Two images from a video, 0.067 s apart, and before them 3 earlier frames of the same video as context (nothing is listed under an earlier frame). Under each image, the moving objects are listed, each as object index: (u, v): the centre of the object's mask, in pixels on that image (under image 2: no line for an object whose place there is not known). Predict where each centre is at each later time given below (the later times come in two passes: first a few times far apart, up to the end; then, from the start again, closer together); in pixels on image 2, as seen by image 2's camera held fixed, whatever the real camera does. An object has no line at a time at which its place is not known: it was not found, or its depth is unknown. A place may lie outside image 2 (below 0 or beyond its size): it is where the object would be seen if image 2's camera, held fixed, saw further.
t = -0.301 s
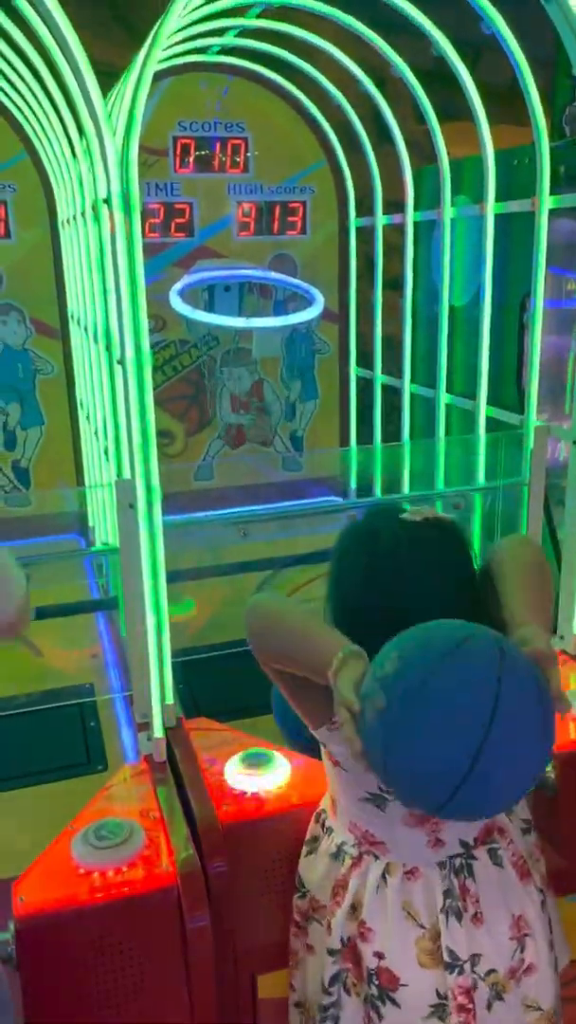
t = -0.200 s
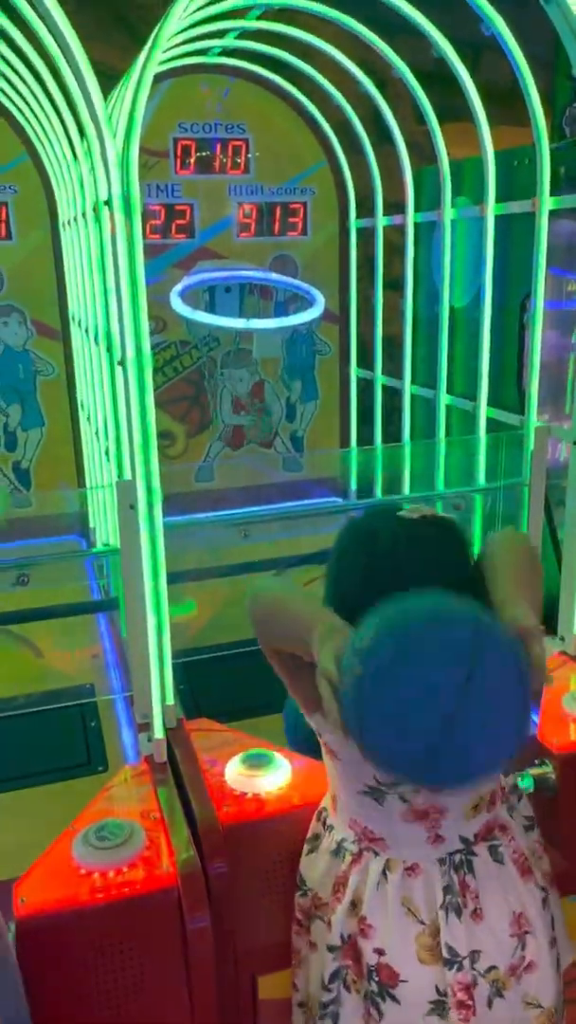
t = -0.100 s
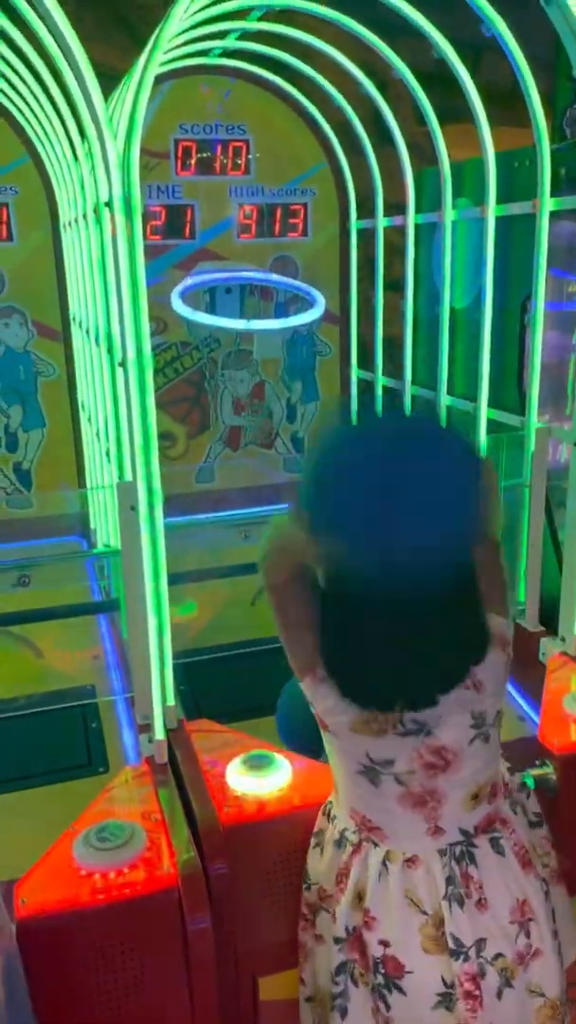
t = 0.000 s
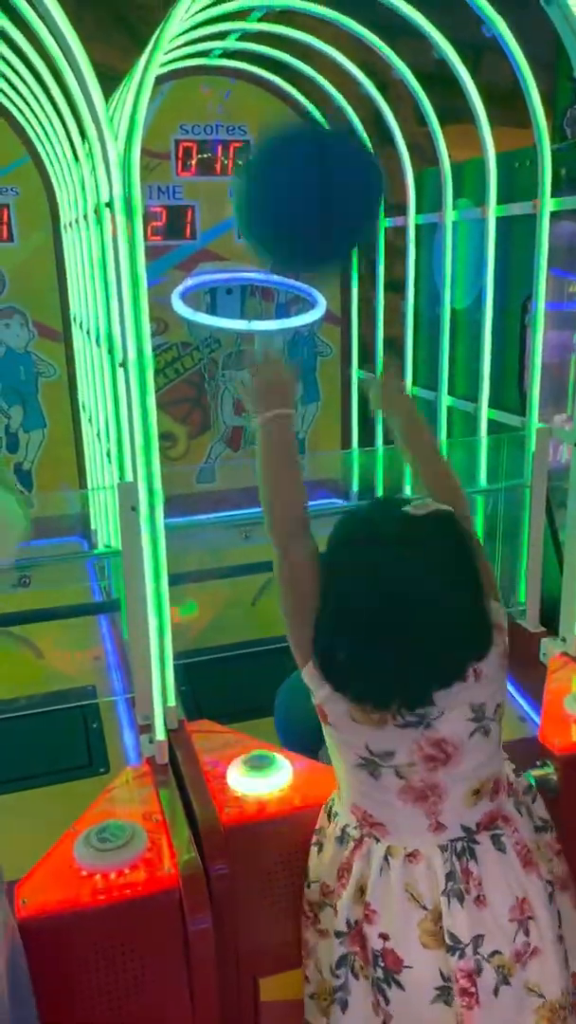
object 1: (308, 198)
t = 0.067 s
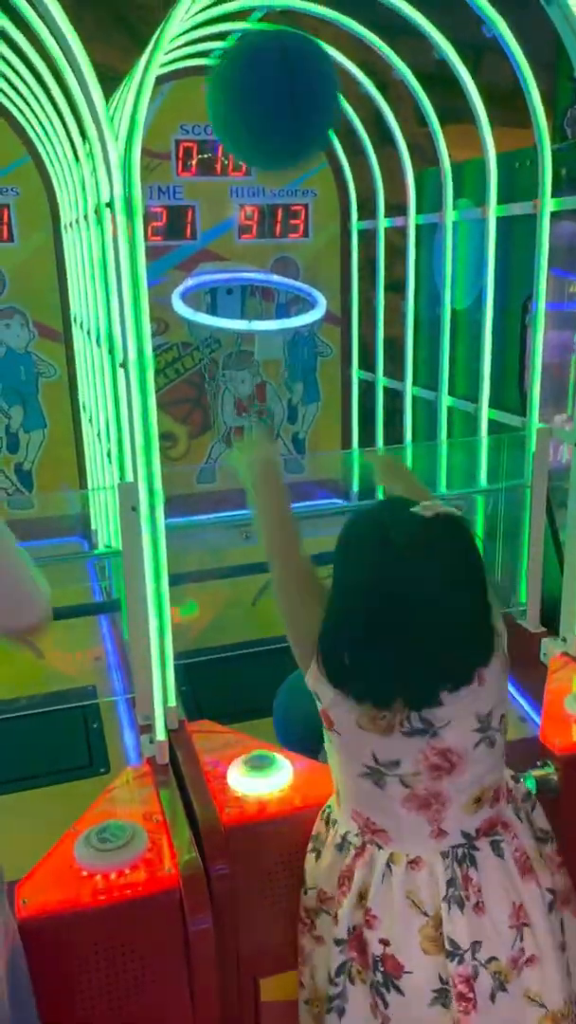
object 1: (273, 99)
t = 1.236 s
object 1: (256, 377)
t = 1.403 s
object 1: (265, 487)
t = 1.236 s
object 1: (256, 377)
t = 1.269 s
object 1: (257, 386)
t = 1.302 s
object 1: (261, 409)
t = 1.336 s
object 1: (265, 429)
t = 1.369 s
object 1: (266, 462)
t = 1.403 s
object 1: (265, 487)
